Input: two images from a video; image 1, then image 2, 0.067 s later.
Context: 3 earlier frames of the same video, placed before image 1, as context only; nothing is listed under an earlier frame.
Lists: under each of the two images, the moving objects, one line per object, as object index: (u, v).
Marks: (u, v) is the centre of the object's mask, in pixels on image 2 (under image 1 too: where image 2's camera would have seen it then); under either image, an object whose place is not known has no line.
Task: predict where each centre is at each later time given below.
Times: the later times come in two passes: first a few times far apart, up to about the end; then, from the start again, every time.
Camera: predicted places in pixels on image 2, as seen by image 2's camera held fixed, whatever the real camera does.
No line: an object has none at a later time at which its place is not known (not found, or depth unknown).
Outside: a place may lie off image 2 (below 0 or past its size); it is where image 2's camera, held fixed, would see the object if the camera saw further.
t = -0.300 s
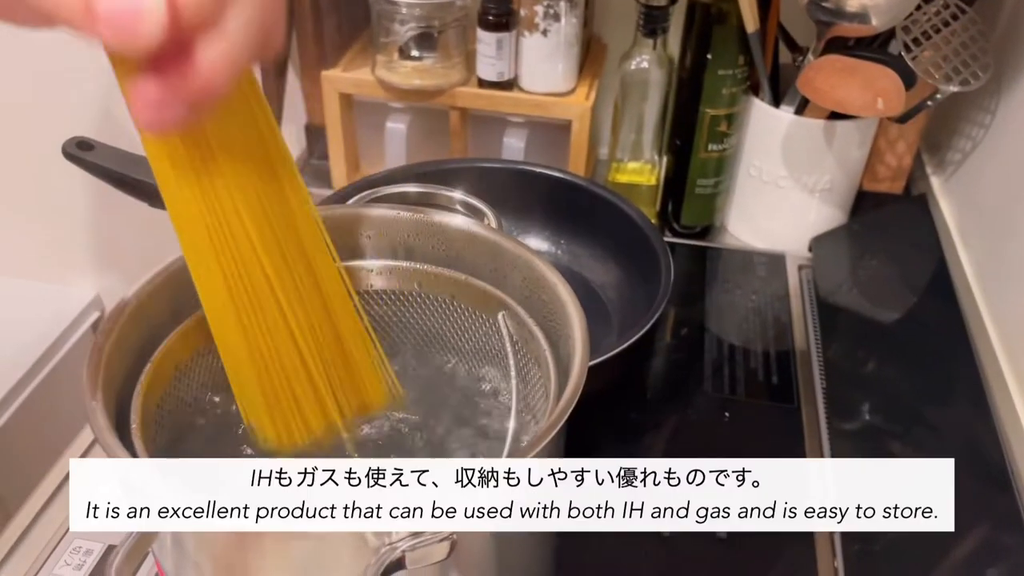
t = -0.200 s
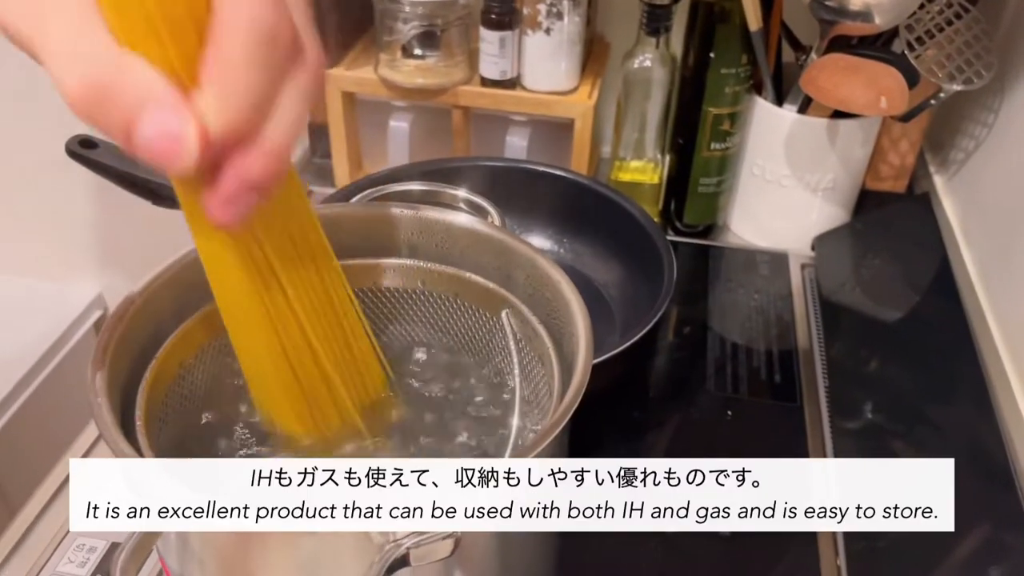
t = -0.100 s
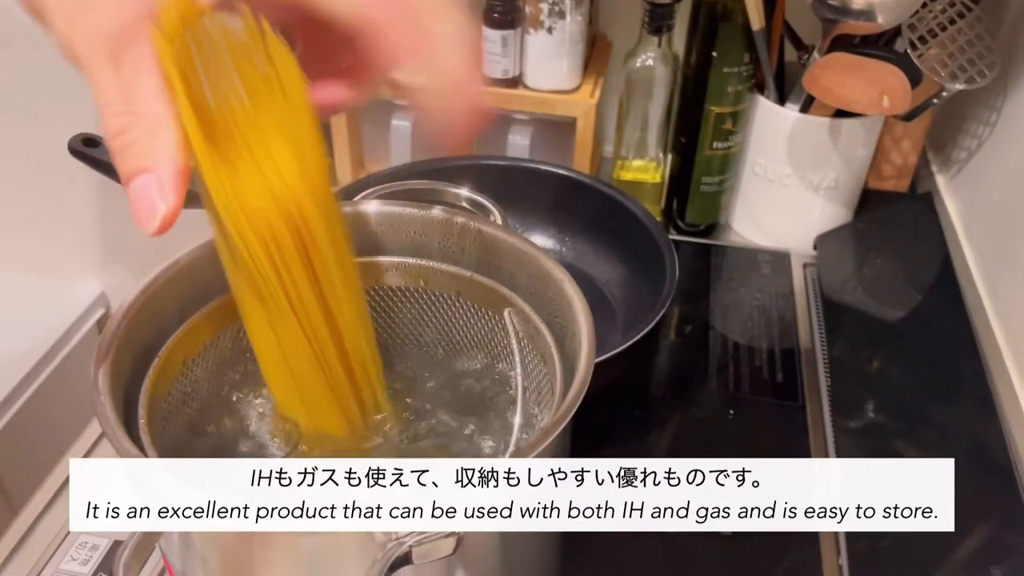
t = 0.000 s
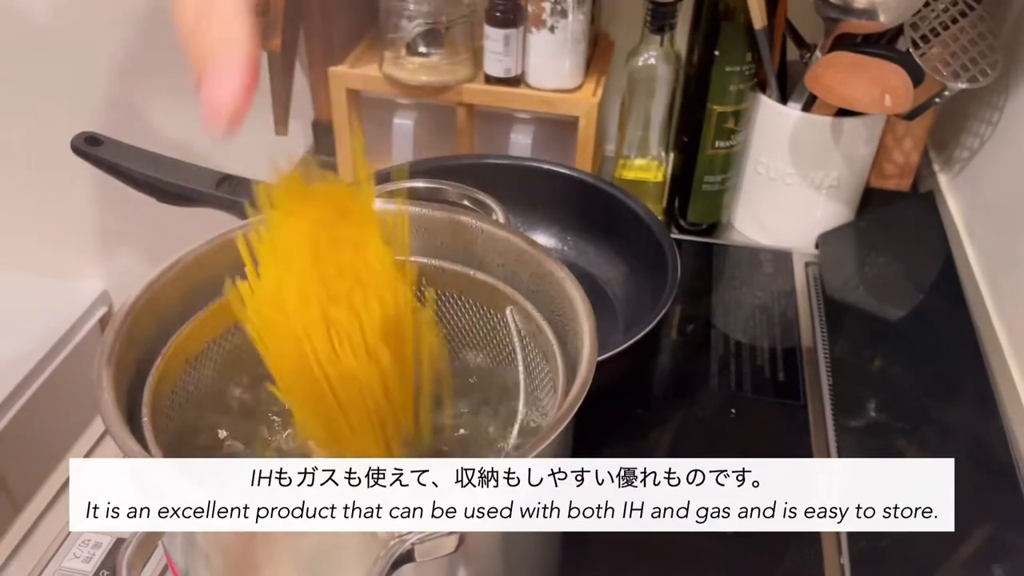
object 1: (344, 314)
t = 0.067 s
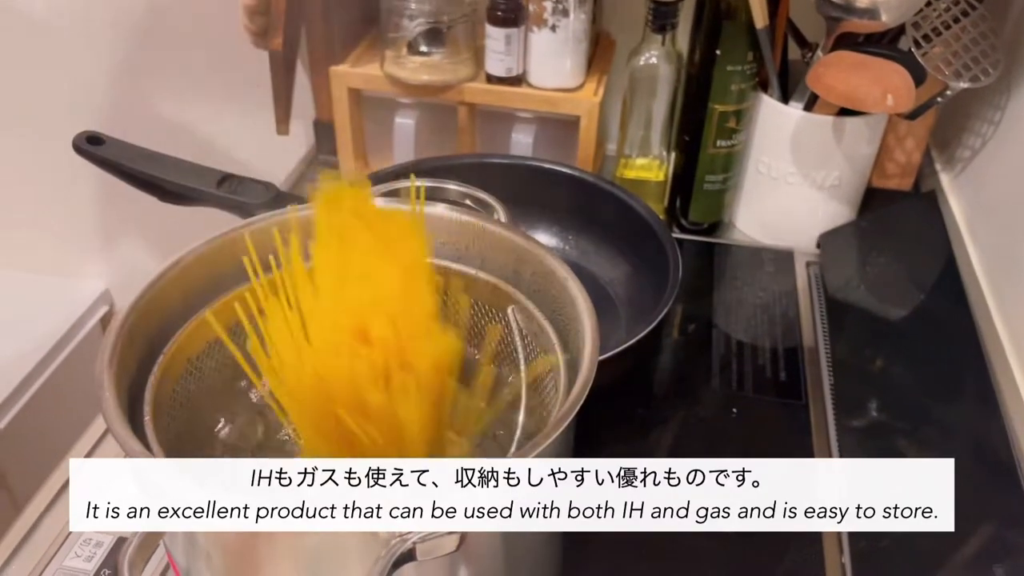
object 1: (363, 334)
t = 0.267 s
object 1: (467, 356)
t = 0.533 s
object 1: (513, 374)
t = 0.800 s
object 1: (517, 371)
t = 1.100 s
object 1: (521, 372)
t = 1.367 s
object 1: (518, 376)
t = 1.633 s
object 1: (520, 376)
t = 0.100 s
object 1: (382, 339)
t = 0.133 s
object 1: (392, 343)
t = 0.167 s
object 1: (406, 351)
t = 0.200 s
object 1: (421, 356)
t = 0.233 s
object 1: (448, 352)
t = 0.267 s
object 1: (467, 356)
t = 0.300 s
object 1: (474, 354)
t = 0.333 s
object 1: (480, 357)
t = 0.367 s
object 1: (479, 365)
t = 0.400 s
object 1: (485, 371)
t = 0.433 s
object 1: (494, 372)
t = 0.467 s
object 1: (500, 370)
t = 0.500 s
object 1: (502, 366)
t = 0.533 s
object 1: (513, 374)
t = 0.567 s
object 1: (514, 374)
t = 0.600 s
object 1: (516, 373)
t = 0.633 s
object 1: (518, 372)
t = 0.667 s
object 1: (517, 373)
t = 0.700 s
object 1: (516, 373)
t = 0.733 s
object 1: (516, 372)
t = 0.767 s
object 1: (516, 372)
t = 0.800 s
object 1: (517, 371)
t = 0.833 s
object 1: (517, 371)
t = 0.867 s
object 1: (518, 371)
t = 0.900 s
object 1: (518, 372)
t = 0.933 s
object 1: (519, 372)
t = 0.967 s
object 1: (521, 373)
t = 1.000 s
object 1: (521, 373)
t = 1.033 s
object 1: (516, 376)
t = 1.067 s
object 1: (522, 372)
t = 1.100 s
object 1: (521, 372)
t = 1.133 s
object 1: (522, 372)
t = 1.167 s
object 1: (523, 372)
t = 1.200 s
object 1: (523, 373)
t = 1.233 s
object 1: (520, 375)
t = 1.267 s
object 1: (519, 376)
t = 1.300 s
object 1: (522, 374)
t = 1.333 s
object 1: (519, 375)
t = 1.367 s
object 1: (518, 376)
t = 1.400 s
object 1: (523, 374)
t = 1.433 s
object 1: (524, 373)
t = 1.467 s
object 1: (523, 373)
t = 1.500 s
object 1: (523, 374)
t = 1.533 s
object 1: (521, 376)
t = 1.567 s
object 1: (519, 377)
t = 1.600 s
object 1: (522, 375)
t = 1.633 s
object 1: (520, 376)
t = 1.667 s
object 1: (523, 374)
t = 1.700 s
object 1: (522, 374)
